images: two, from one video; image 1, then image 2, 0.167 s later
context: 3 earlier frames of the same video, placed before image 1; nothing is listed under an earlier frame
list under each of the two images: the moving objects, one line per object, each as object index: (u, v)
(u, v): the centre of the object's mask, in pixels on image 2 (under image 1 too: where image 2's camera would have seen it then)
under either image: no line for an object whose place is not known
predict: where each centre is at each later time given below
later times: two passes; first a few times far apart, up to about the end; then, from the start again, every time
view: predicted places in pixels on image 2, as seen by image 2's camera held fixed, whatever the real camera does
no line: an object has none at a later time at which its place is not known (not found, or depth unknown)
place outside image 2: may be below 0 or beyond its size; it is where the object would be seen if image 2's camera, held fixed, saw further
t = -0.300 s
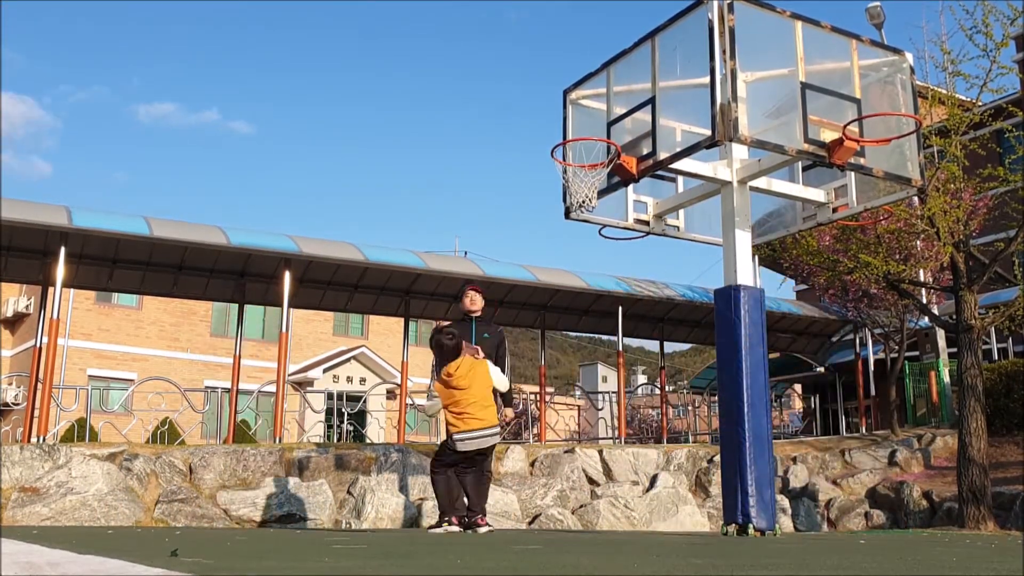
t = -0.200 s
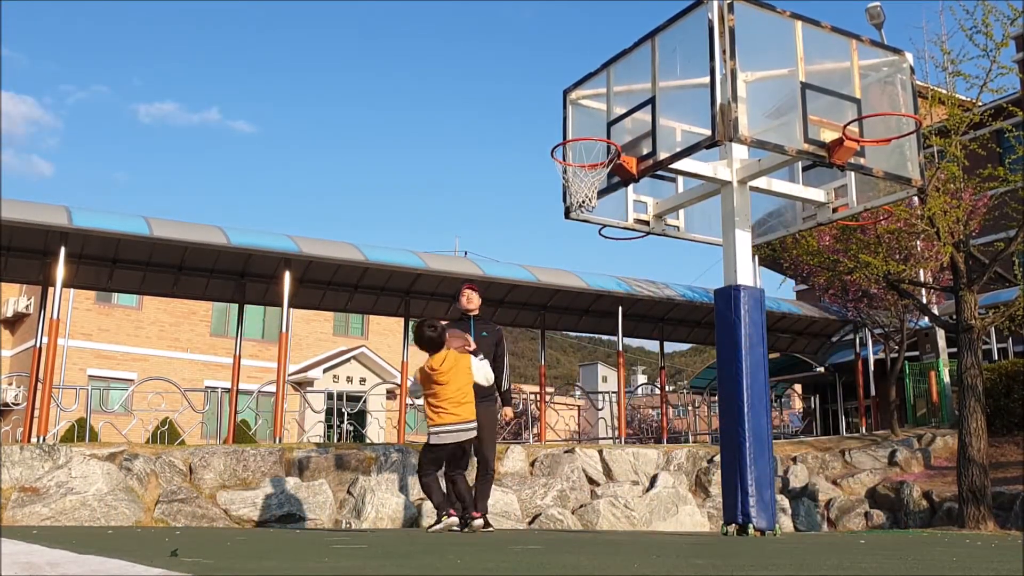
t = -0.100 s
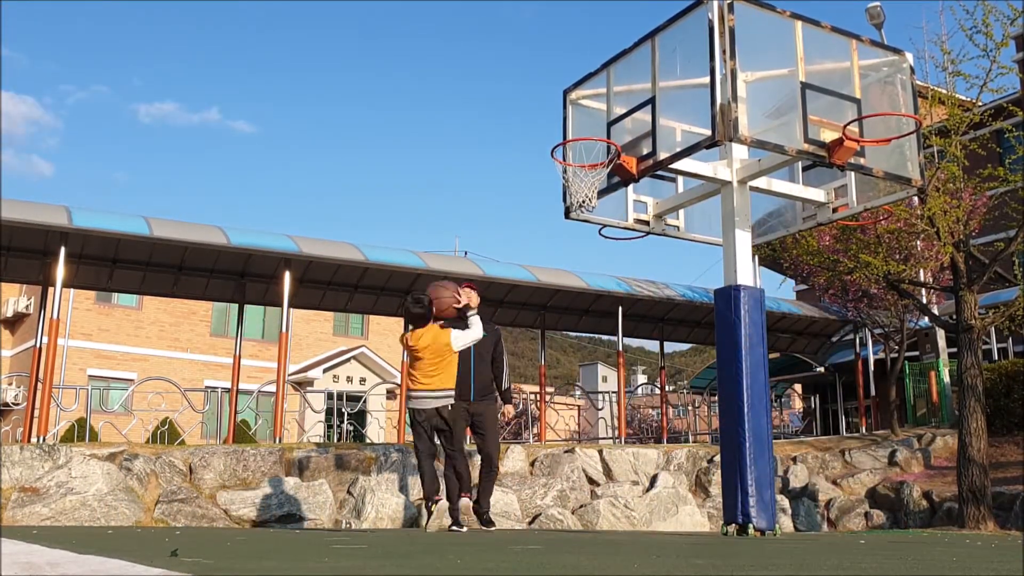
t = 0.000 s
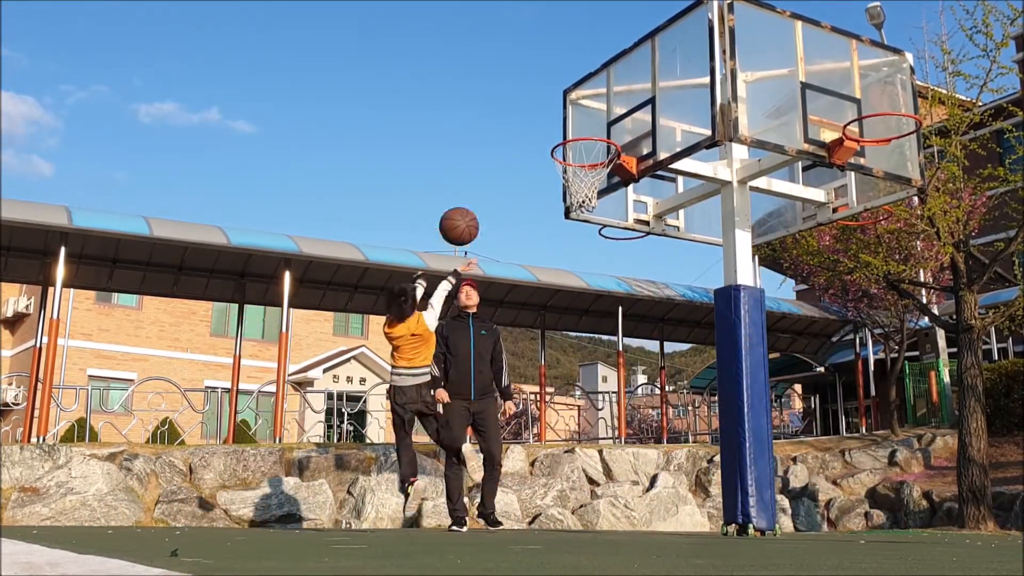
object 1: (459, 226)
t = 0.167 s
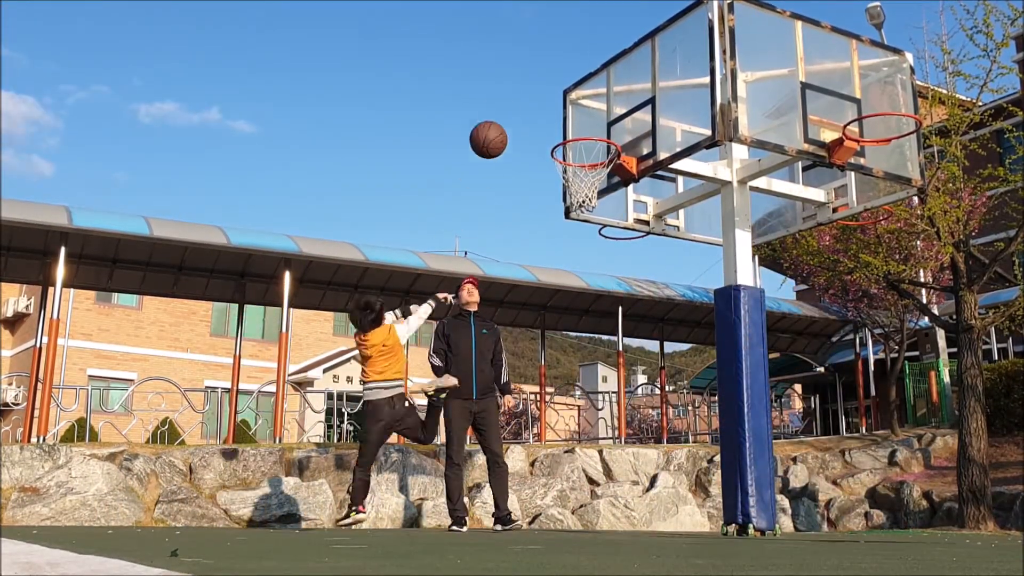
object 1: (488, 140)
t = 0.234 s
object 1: (499, 118)
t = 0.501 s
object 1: (539, 96)
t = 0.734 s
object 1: (572, 154)
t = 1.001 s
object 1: (594, 192)
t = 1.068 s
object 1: (595, 205)
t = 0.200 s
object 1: (494, 128)
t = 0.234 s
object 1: (499, 118)
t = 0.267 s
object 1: (504, 109)
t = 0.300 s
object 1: (509, 103)
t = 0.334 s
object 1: (514, 98)
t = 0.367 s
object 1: (520, 94)
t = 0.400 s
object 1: (525, 92)
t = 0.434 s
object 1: (529, 92)
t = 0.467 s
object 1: (534, 93)
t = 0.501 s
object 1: (539, 96)
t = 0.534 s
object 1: (544, 100)
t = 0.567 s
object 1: (548, 105)
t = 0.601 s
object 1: (553, 112)
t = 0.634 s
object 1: (557, 121)
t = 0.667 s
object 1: (561, 129)
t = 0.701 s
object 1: (566, 142)
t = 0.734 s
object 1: (572, 154)
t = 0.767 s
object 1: (577, 164)
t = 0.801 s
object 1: (582, 176)
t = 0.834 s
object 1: (587, 182)
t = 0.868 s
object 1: (591, 191)
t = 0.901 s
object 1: (590, 198)
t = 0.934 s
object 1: (592, 199)
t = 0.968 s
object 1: (595, 200)
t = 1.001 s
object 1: (594, 192)
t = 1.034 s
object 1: (595, 194)
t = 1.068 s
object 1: (595, 205)
